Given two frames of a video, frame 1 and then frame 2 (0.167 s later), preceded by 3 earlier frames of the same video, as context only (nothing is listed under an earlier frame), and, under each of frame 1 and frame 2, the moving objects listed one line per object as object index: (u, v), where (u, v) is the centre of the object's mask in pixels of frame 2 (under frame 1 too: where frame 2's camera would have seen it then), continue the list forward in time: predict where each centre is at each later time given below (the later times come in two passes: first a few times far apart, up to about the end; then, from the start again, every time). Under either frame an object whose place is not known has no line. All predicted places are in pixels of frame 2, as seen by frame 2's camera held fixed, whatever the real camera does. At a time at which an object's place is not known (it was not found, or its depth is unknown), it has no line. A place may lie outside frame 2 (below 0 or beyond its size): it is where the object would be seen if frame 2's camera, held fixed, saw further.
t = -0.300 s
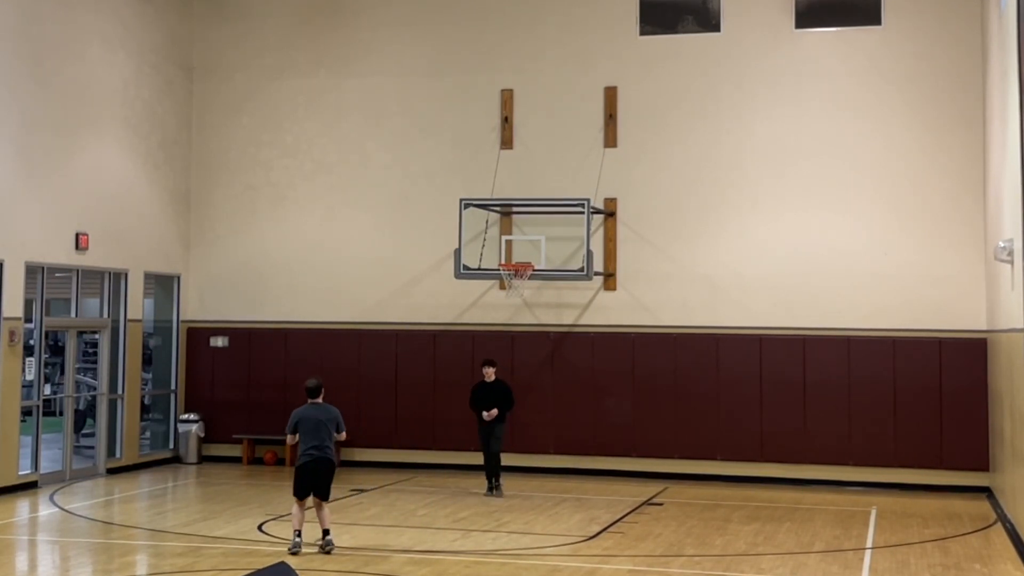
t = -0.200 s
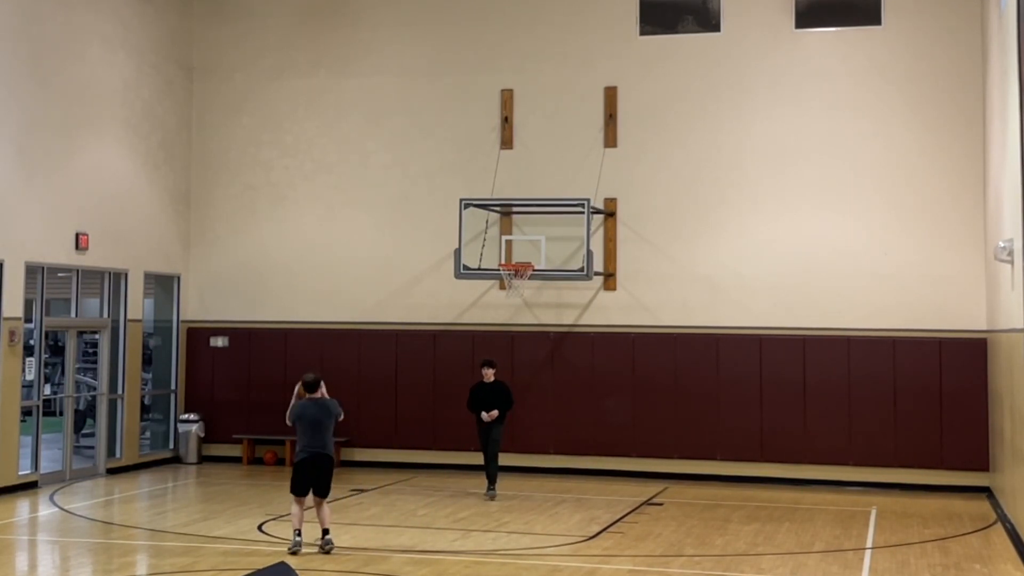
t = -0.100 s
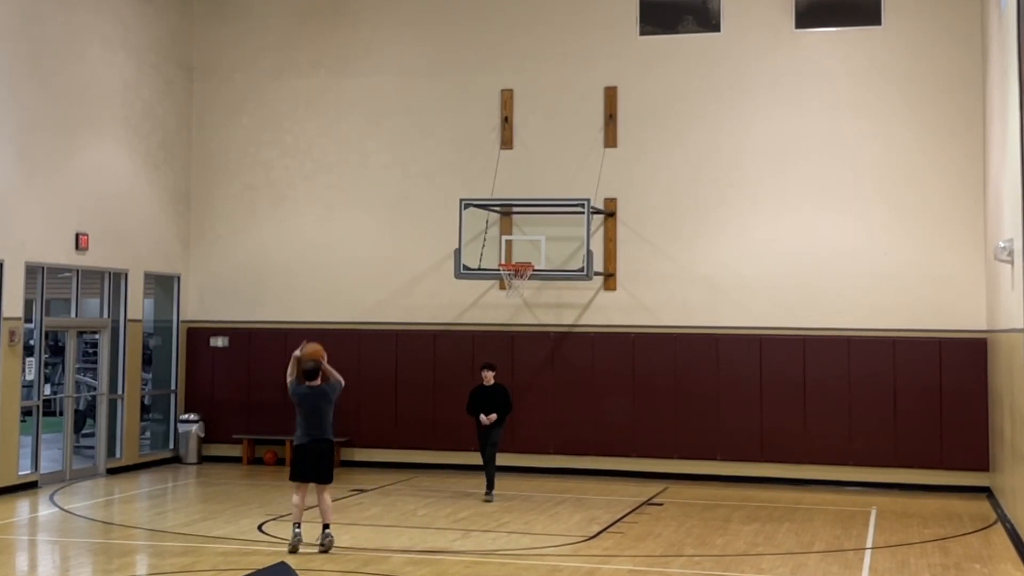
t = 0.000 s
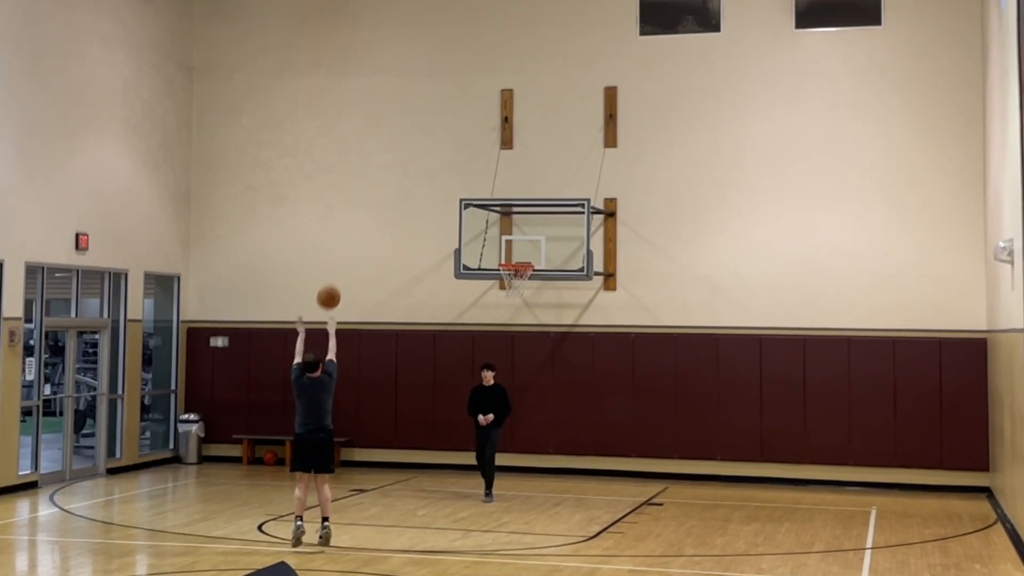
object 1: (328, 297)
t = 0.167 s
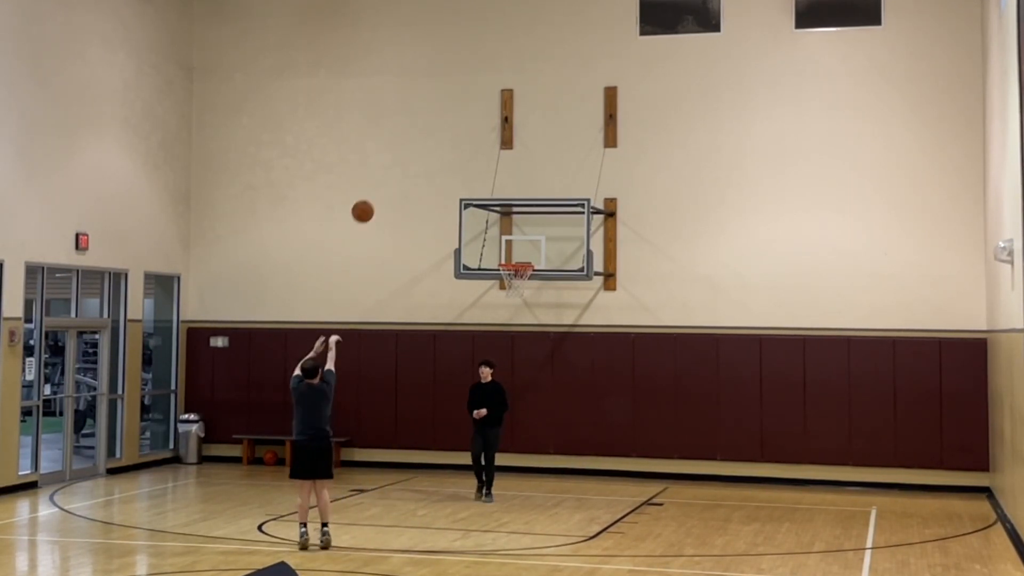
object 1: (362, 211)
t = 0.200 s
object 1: (369, 198)
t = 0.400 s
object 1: (405, 145)
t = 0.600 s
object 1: (437, 130)
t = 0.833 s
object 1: (469, 150)
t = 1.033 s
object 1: (495, 197)
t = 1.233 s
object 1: (518, 268)
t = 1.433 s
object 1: (526, 303)
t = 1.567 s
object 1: (530, 335)
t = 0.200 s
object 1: (369, 198)
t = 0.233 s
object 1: (375, 186)
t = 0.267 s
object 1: (381, 176)
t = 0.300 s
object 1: (387, 166)
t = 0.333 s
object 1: (393, 158)
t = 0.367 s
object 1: (399, 151)
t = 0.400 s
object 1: (405, 145)
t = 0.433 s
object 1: (411, 140)
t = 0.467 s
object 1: (416, 136)
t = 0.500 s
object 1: (422, 133)
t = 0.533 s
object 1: (427, 131)
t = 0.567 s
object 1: (432, 130)
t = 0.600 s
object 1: (437, 130)
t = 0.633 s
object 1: (443, 131)
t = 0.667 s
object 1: (448, 133)
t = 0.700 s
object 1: (452, 135)
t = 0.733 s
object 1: (455, 137)
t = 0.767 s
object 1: (460, 140)
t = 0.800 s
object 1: (464, 145)
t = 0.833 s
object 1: (469, 150)
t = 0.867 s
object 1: (473, 156)
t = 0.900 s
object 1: (478, 163)
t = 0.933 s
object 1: (482, 170)
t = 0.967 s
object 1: (486, 179)
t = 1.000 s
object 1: (491, 187)
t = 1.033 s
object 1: (495, 197)
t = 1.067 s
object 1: (499, 208)
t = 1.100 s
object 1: (502, 218)
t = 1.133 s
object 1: (506, 228)
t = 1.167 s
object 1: (511, 242)
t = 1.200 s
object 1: (514, 255)
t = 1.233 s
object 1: (518, 268)
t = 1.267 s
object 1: (517, 278)
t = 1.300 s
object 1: (521, 286)
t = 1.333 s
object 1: (524, 287)
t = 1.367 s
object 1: (525, 292)
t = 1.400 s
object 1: (526, 297)
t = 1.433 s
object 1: (526, 303)
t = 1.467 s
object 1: (527, 310)
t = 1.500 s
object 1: (528, 317)
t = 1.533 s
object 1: (529, 326)
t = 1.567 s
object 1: (530, 335)
